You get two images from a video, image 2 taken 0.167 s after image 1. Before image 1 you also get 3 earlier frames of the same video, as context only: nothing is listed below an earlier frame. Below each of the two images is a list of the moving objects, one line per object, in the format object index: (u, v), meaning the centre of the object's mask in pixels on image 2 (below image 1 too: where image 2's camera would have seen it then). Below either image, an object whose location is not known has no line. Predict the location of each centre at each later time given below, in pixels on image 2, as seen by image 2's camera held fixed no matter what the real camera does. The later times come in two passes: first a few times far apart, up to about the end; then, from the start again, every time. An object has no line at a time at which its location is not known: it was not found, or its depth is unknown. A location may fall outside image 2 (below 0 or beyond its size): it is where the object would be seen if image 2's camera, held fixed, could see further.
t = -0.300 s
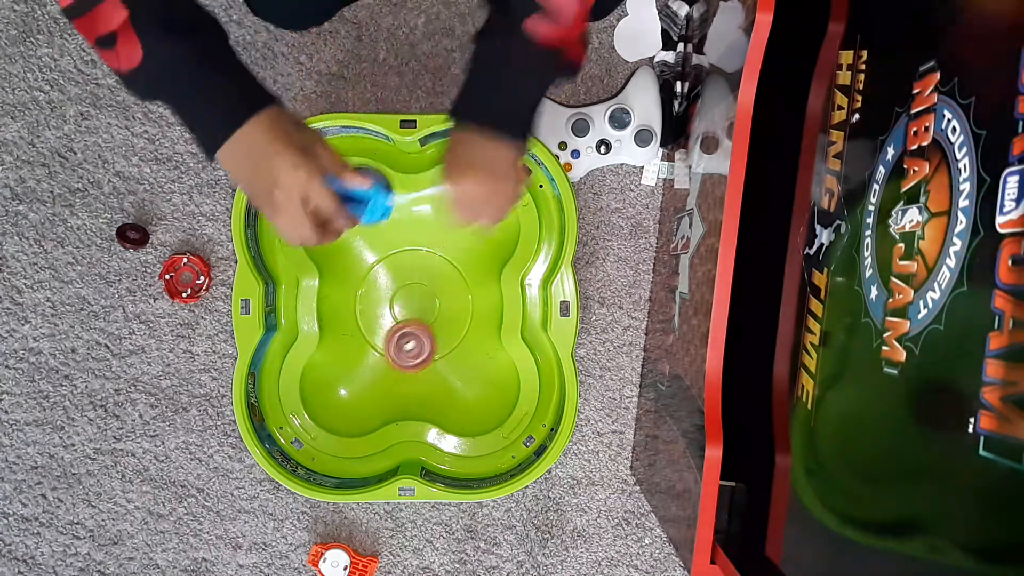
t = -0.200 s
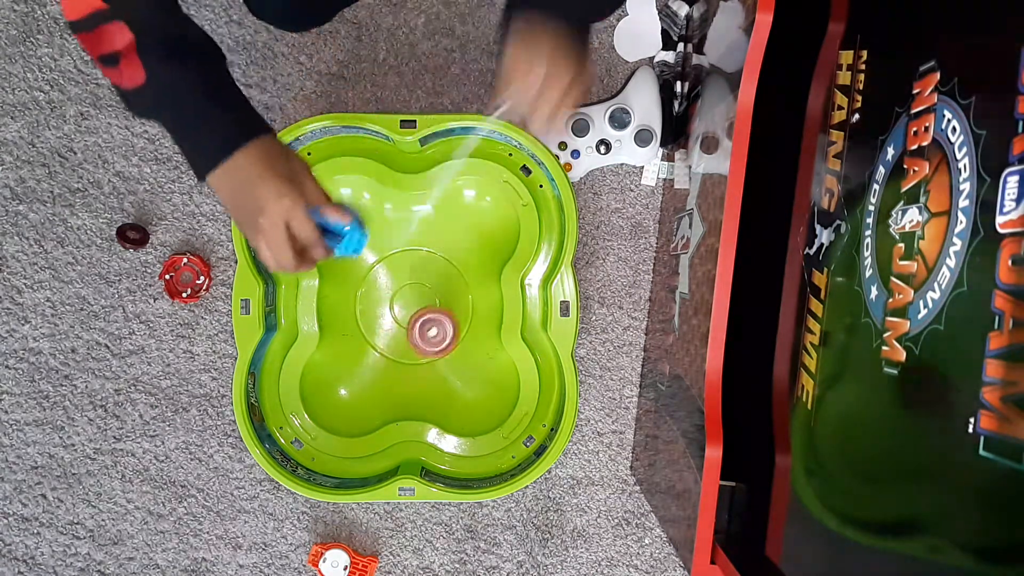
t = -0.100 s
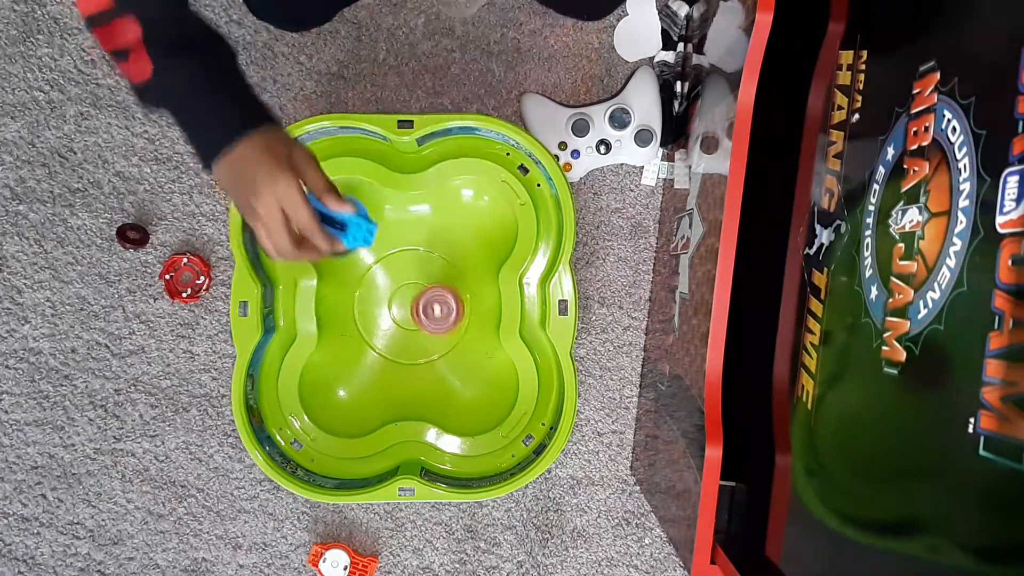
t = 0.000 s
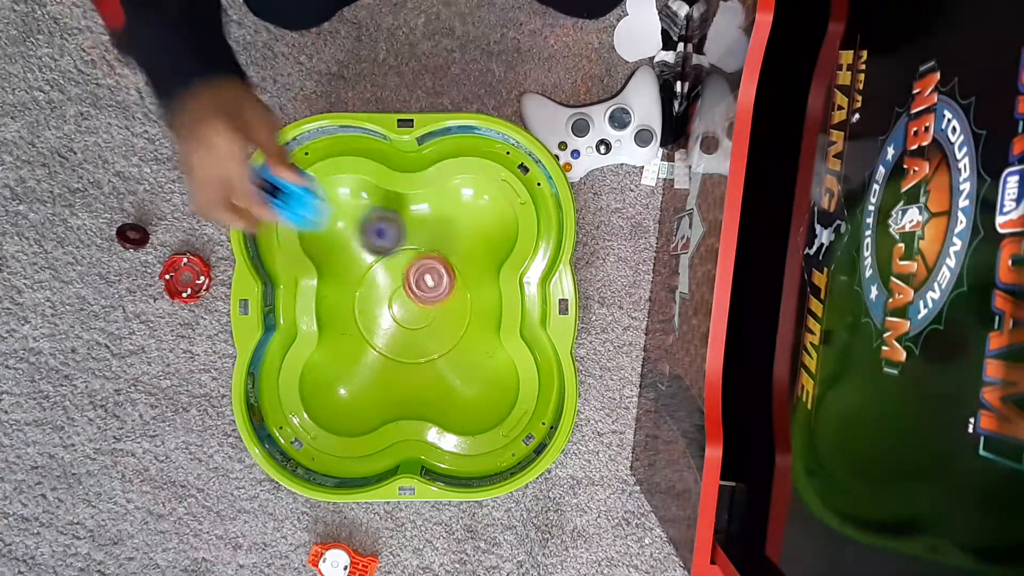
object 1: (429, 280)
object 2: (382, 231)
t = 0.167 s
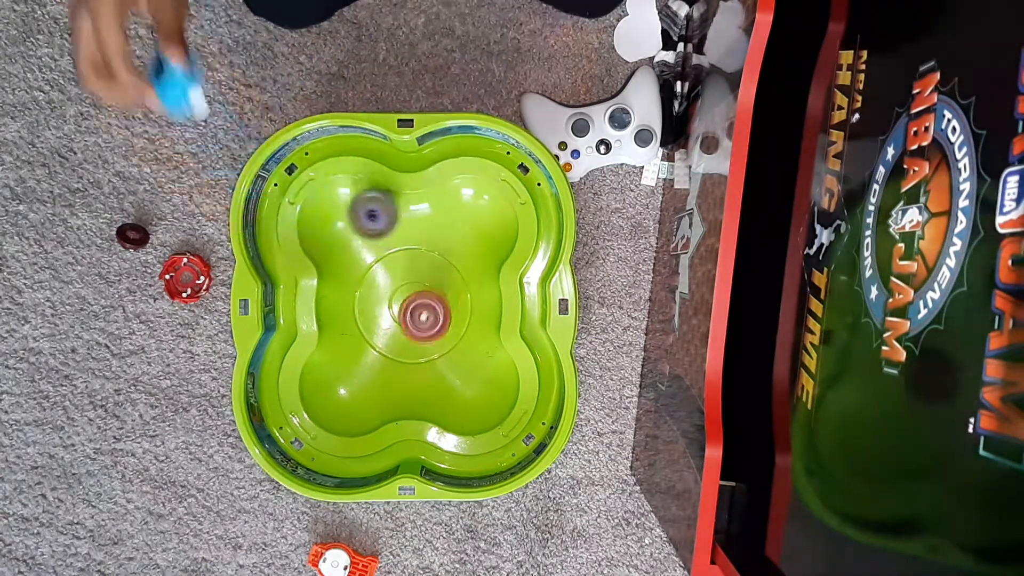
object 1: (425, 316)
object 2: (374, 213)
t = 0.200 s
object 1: (423, 321)
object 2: (363, 215)
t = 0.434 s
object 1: (435, 354)
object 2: (349, 253)
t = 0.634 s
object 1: (445, 355)
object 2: (435, 295)
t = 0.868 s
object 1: (480, 408)
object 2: (472, 204)
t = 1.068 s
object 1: (443, 325)
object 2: (455, 238)
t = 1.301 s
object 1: (346, 282)
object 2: (430, 310)
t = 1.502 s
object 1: (384, 282)
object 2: (409, 347)
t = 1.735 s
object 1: (407, 244)
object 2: (460, 373)
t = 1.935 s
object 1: (395, 235)
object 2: (467, 396)
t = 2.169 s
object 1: (377, 260)
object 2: (469, 369)
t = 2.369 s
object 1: (401, 247)
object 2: (412, 386)
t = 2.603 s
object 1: (348, 218)
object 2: (441, 374)
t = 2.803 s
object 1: (360, 263)
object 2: (455, 275)
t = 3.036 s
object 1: (384, 321)
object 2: (433, 216)
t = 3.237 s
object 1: (406, 328)
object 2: (443, 289)
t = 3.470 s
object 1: (368, 339)
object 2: (463, 313)
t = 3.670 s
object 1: (379, 344)
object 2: (413, 309)
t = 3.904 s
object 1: (370, 366)
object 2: (413, 300)
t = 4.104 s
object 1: (355, 376)
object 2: (420, 322)
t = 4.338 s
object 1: (350, 376)
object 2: (423, 294)
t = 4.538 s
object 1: (390, 368)
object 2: (391, 307)
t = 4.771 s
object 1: (448, 355)
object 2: (416, 302)
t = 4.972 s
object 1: (447, 334)
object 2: (428, 275)
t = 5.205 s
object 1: (416, 320)
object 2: (421, 270)
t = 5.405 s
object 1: (411, 334)
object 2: (424, 280)
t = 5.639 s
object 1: (414, 327)
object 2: (440, 267)
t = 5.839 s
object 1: (428, 311)
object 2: (427, 275)
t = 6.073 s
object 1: (420, 324)
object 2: (421, 279)
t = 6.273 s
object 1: (423, 332)
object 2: (419, 281)
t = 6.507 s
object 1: (403, 325)
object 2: (417, 282)
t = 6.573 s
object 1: (404, 323)
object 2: (419, 283)
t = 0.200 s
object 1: (423, 321)
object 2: (363, 215)
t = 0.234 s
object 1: (423, 326)
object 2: (351, 219)
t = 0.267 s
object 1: (423, 331)
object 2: (339, 225)
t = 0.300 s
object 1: (425, 335)
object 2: (331, 234)
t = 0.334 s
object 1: (426, 340)
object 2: (327, 241)
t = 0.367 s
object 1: (428, 345)
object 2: (330, 247)
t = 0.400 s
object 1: (431, 350)
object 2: (337, 250)
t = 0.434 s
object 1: (435, 354)
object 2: (349, 253)
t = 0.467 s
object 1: (438, 357)
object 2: (365, 257)
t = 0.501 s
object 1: (441, 359)
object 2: (383, 263)
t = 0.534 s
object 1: (443, 360)
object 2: (398, 271)
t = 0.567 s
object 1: (445, 359)
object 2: (411, 278)
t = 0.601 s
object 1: (445, 358)
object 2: (424, 286)
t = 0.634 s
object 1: (445, 355)
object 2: (435, 295)
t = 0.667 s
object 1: (444, 363)
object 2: (444, 291)
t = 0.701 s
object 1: (442, 377)
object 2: (451, 278)
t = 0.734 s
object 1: (443, 391)
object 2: (458, 263)
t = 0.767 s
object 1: (448, 401)
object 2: (464, 248)
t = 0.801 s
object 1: (456, 408)
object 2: (468, 232)
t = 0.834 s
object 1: (467, 411)
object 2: (471, 218)
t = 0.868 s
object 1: (480, 408)
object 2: (472, 204)
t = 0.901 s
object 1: (490, 399)
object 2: (470, 200)
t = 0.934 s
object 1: (494, 384)
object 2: (467, 199)
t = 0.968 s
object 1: (489, 367)
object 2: (464, 201)
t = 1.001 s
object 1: (477, 352)
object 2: (460, 206)
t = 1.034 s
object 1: (461, 338)
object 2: (457, 225)
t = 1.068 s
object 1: (443, 325)
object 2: (455, 238)
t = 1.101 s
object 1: (424, 314)
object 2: (453, 251)
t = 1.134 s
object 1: (408, 304)
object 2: (452, 263)
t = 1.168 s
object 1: (388, 294)
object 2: (449, 275)
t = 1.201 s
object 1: (372, 289)
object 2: (446, 284)
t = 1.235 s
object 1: (359, 285)
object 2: (441, 294)
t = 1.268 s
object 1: (350, 282)
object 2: (436, 302)
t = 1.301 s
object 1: (346, 282)
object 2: (430, 310)
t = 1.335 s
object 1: (346, 282)
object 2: (424, 317)
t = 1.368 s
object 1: (350, 283)
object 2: (418, 324)
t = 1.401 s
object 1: (357, 285)
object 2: (413, 329)
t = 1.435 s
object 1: (367, 288)
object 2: (409, 334)
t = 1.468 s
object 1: (377, 287)
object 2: (407, 339)
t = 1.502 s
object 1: (384, 282)
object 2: (409, 347)
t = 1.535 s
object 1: (391, 275)
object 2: (412, 355)
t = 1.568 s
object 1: (397, 269)
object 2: (418, 362)
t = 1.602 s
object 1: (402, 262)
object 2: (424, 365)
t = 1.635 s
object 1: (405, 256)
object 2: (433, 368)
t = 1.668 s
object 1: (407, 251)
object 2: (442, 370)
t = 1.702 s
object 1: (407, 247)
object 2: (452, 372)
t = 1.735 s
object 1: (407, 244)
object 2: (460, 373)
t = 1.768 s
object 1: (406, 241)
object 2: (466, 376)
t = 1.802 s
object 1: (404, 239)
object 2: (468, 379)
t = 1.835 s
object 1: (402, 237)
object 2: (468, 382)
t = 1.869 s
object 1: (400, 236)
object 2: (468, 387)
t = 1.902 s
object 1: (398, 235)
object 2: (467, 391)
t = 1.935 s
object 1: (395, 235)
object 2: (467, 396)
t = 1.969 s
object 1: (392, 236)
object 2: (468, 399)
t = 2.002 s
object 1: (389, 238)
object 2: (471, 399)
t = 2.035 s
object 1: (385, 241)
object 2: (473, 396)
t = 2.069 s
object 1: (381, 246)
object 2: (476, 391)
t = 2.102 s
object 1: (378, 250)
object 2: (477, 384)
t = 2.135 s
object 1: (376, 255)
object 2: (475, 377)
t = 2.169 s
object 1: (377, 260)
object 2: (469, 369)
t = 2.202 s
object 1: (379, 267)
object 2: (460, 362)
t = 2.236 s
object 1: (384, 274)
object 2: (448, 354)
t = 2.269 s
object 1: (390, 281)
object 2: (437, 347)
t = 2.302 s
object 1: (396, 290)
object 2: (425, 341)
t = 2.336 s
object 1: (403, 275)
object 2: (416, 351)
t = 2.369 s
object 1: (401, 247)
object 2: (412, 386)
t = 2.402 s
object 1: (400, 218)
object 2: (408, 407)
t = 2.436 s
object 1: (393, 210)
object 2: (410, 408)
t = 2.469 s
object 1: (384, 205)
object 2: (412, 407)
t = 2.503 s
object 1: (376, 203)
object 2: (417, 404)
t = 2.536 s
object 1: (372, 203)
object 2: (423, 400)
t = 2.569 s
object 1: (361, 206)
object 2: (429, 393)
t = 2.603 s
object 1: (348, 218)
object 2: (441, 374)
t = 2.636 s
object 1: (334, 231)
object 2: (452, 355)
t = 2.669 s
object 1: (328, 241)
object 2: (461, 335)
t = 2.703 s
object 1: (329, 248)
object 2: (465, 322)
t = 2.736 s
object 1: (335, 253)
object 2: (465, 306)
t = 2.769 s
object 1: (346, 259)
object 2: (462, 290)
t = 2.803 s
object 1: (360, 263)
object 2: (455, 275)
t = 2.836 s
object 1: (374, 268)
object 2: (443, 261)
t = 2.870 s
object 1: (381, 274)
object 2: (432, 246)
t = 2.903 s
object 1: (381, 283)
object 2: (432, 233)
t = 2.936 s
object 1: (379, 292)
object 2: (432, 221)
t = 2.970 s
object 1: (379, 305)
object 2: (431, 214)
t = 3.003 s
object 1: (382, 313)
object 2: (431, 213)
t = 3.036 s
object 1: (384, 321)
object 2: (433, 216)
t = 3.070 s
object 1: (387, 327)
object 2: (435, 226)
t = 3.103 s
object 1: (392, 331)
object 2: (438, 236)
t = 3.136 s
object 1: (394, 333)
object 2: (440, 249)
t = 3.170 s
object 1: (398, 332)
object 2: (443, 263)
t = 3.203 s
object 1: (402, 331)
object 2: (444, 276)
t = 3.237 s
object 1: (406, 328)
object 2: (443, 289)
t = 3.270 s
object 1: (399, 330)
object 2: (451, 297)
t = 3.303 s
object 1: (391, 333)
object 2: (460, 301)
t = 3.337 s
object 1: (383, 333)
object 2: (465, 306)
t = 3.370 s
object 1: (378, 334)
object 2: (468, 309)
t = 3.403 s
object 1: (375, 336)
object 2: (468, 311)
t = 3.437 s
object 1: (371, 338)
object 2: (466, 312)
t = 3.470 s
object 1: (368, 339)
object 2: (463, 313)
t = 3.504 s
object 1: (368, 339)
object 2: (458, 313)
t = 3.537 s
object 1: (371, 341)
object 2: (450, 313)
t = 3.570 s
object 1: (373, 342)
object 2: (441, 312)
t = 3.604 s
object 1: (377, 344)
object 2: (431, 312)
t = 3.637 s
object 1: (380, 344)
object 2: (419, 311)
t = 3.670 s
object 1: (379, 344)
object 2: (413, 309)
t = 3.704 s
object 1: (372, 351)
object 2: (414, 303)
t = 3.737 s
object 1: (365, 353)
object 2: (417, 299)
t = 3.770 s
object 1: (365, 356)
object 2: (418, 295)
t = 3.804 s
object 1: (366, 359)
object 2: (419, 293)
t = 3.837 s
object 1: (367, 363)
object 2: (418, 294)
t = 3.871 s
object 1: (368, 366)
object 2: (416, 296)
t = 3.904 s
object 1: (370, 366)
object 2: (413, 300)
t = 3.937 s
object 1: (373, 368)
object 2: (410, 306)
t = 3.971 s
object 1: (376, 368)
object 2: (406, 314)
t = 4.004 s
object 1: (375, 370)
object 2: (405, 320)
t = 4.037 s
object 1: (368, 372)
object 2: (411, 321)
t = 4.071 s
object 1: (363, 375)
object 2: (415, 322)
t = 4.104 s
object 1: (355, 376)
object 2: (420, 322)
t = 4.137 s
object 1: (350, 375)
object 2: (425, 321)
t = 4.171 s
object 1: (347, 375)
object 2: (427, 319)
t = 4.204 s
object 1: (345, 374)
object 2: (430, 316)
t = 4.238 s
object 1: (344, 375)
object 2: (431, 310)
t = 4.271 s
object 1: (344, 375)
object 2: (430, 303)
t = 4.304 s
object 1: (347, 376)
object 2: (428, 299)
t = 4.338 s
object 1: (350, 376)
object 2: (423, 294)
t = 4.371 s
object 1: (354, 377)
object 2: (417, 291)
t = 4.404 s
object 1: (360, 376)
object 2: (411, 292)
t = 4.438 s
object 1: (367, 376)
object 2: (403, 292)
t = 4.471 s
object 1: (374, 375)
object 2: (397, 296)
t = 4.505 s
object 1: (382, 372)
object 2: (393, 301)
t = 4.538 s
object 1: (390, 368)
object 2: (391, 307)
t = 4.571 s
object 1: (397, 365)
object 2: (390, 312)
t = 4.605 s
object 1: (404, 364)
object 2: (391, 316)
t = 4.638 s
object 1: (410, 364)
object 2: (395, 313)
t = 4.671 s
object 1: (418, 367)
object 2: (400, 309)
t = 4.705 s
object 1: (426, 369)
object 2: (407, 307)
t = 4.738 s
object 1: (437, 366)
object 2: (412, 305)
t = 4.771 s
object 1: (448, 355)
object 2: (416, 302)
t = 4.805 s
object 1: (453, 345)
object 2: (421, 299)
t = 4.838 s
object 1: (454, 340)
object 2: (424, 294)
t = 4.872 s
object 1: (454, 338)
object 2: (425, 288)
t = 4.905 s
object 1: (452, 336)
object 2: (426, 284)
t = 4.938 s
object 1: (449, 335)
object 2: (427, 279)
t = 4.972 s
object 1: (447, 334)
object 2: (428, 275)
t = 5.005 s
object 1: (445, 328)
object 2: (428, 271)
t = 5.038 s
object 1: (440, 322)
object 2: (428, 271)
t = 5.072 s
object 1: (431, 318)
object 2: (427, 271)
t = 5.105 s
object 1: (422, 316)
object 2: (426, 272)
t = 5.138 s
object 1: (419, 316)
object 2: (425, 270)
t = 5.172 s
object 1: (417, 318)
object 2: (423, 270)
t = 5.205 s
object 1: (416, 320)
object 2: (421, 270)
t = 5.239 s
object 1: (415, 322)
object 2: (420, 272)
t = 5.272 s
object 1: (415, 323)
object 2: (419, 276)
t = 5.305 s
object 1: (414, 327)
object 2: (420, 277)
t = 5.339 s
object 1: (412, 330)
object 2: (421, 277)
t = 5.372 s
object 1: (411, 333)
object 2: (422, 278)
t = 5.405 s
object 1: (411, 334)
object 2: (424, 280)
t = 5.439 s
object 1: (410, 334)
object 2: (427, 282)
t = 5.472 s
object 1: (410, 334)
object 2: (430, 282)
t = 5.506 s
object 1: (409, 335)
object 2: (434, 279)
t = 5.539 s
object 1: (409, 334)
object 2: (435, 277)
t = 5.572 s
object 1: (410, 333)
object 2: (437, 273)
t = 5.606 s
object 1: (411, 330)
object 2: (439, 271)
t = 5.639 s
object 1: (414, 327)
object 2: (440, 267)
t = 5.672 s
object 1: (417, 323)
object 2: (439, 265)
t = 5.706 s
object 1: (419, 319)
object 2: (437, 263)
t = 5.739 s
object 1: (422, 315)
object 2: (434, 264)
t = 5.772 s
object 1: (424, 312)
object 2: (430, 268)
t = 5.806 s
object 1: (426, 311)
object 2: (428, 271)
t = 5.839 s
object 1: (428, 311)
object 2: (427, 275)
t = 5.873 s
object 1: (428, 314)
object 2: (426, 277)
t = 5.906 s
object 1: (427, 318)
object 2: (427, 275)
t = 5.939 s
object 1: (426, 323)
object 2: (427, 277)
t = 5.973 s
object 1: (424, 325)
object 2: (423, 276)
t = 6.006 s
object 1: (423, 325)
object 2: (424, 276)
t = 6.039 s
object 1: (421, 325)
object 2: (422, 278)
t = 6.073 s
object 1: (420, 324)
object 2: (421, 279)
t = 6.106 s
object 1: (419, 326)
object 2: (421, 281)
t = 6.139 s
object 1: (419, 329)
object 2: (420, 275)
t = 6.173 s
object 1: (420, 332)
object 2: (421, 273)
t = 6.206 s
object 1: (421, 333)
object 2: (422, 275)
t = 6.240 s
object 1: (422, 332)
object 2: (422, 278)
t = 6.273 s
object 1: (423, 332)
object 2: (419, 281)
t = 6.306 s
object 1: (422, 331)
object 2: (416, 282)
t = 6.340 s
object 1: (421, 331)
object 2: (415, 282)
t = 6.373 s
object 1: (416, 329)
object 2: (414, 280)
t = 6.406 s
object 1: (412, 327)
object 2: (416, 279)
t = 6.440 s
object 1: (407, 326)
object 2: (416, 279)
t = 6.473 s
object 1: (404, 325)
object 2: (417, 282)
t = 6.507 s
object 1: (403, 325)
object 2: (417, 282)
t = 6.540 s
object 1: (403, 324)
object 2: (418, 281)
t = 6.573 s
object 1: (404, 323)
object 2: (419, 283)
